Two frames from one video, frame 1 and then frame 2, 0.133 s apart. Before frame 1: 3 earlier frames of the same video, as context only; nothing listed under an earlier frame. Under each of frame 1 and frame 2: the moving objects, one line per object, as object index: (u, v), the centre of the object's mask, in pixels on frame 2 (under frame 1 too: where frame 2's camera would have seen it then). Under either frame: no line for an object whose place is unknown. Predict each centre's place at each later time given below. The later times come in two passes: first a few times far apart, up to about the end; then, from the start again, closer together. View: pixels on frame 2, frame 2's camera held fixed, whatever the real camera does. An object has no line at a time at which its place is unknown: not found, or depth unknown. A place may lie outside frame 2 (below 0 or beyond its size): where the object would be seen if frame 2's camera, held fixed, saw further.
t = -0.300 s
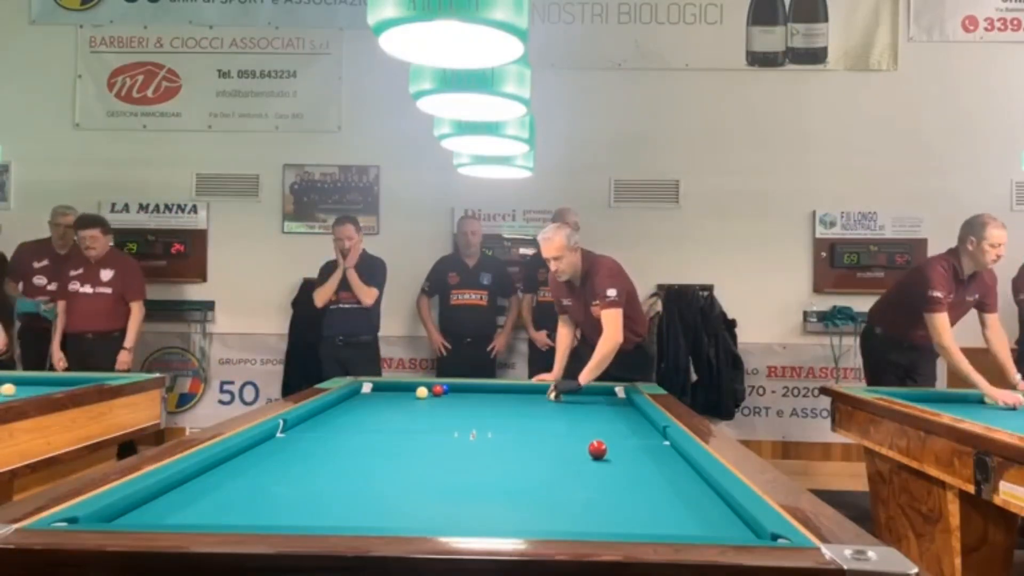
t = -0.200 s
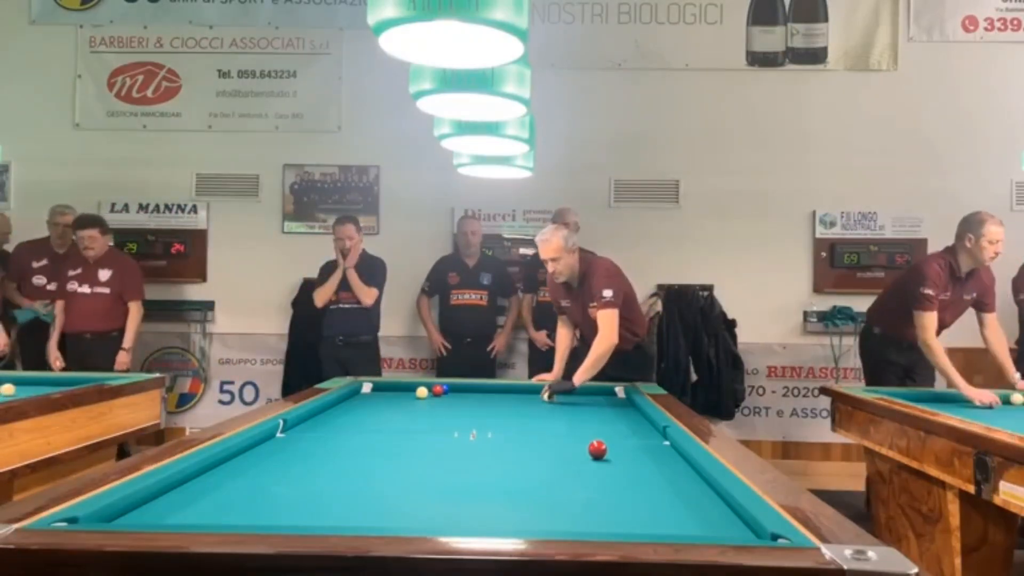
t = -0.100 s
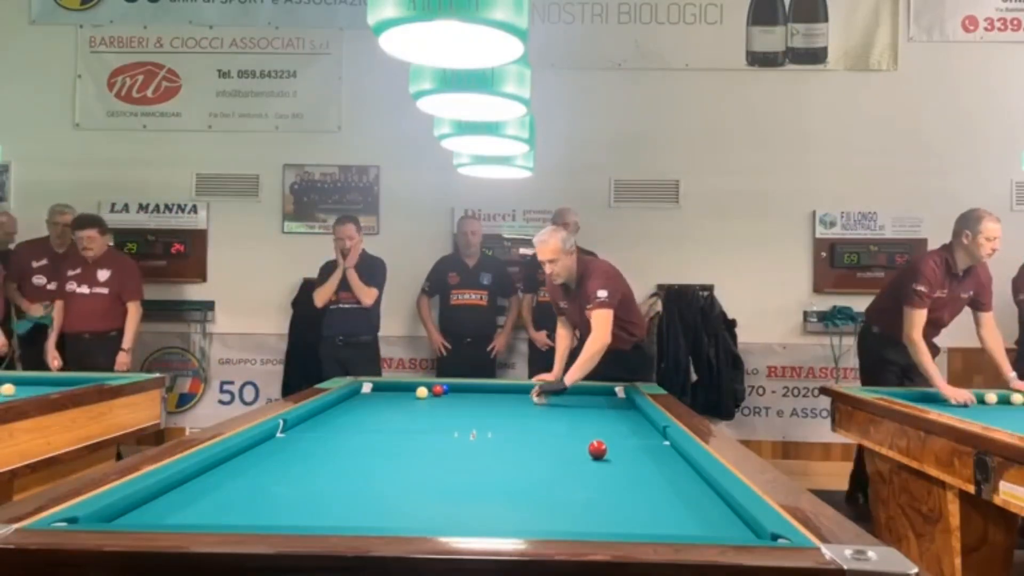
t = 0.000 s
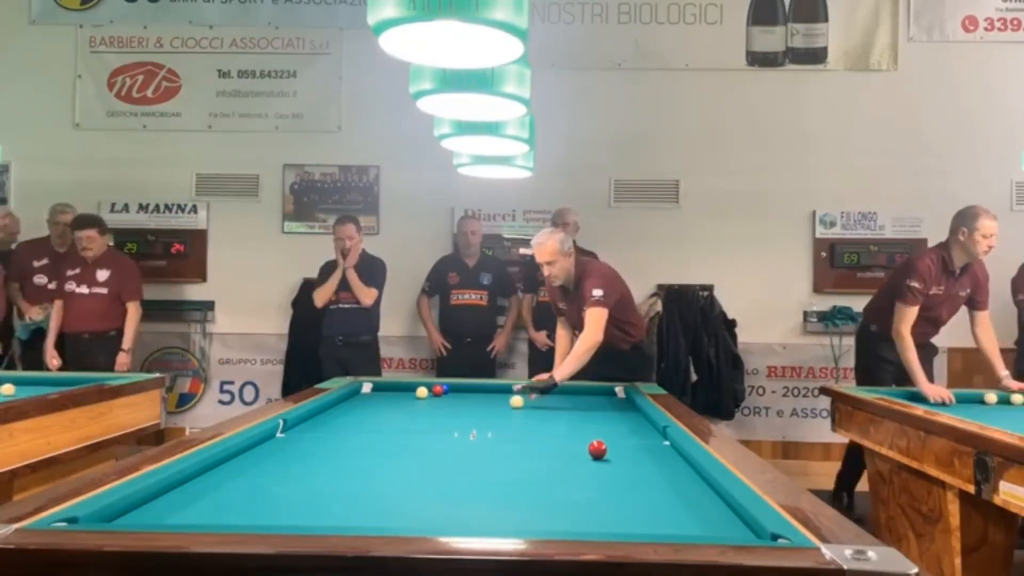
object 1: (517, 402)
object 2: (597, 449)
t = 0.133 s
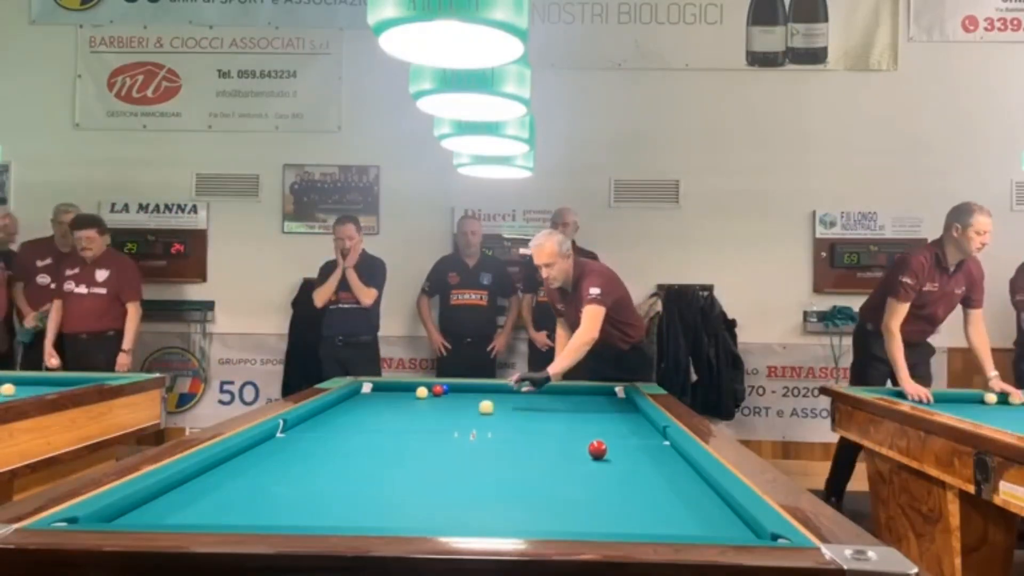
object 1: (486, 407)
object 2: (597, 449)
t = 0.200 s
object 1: (471, 410)
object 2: (597, 449)
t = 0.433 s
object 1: (422, 419)
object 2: (597, 449)
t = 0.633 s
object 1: (381, 426)
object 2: (597, 449)
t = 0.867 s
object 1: (327, 436)
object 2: (597, 449)
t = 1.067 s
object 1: (273, 445)
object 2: (597, 449)
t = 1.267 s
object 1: (249, 457)
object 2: (597, 449)
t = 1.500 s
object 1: (248, 474)
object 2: (597, 449)
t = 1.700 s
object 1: (247, 492)
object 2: (597, 449)
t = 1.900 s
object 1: (245, 512)
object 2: (597, 449)
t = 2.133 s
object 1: (278, 519)
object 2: (597, 449)
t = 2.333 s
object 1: (344, 511)
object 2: (597, 449)
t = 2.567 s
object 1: (409, 496)
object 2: (597, 449)
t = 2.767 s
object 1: (434, 491)
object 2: (597, 449)
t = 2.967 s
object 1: (479, 481)
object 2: (597, 449)
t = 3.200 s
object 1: (525, 471)
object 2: (597, 449)
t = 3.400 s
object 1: (560, 463)
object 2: (597, 449)
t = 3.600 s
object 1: (591, 457)
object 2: (600, 447)
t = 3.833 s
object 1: (629, 452)
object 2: (593, 447)
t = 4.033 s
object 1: (660, 450)
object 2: (589, 443)
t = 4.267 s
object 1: (650, 447)
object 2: (585, 440)
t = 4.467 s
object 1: (629, 443)
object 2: (581, 437)
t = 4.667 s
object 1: (609, 440)
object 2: (578, 434)
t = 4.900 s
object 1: (587, 437)
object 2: (573, 431)
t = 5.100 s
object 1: (570, 434)
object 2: (572, 425)
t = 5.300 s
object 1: (553, 432)
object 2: (568, 427)
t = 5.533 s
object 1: (535, 429)
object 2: (565, 425)
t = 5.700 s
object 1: (522, 428)
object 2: (563, 423)
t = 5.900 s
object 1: (508, 426)
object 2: (561, 421)
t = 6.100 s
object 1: (495, 424)
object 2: (559, 420)
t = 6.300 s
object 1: (483, 422)
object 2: (557, 418)
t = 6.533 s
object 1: (469, 420)
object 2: (555, 416)
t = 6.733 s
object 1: (457, 418)
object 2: (553, 415)
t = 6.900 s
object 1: (448, 417)
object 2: (552, 414)
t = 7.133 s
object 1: (436, 415)
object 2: (551, 413)
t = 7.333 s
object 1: (427, 413)
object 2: (550, 412)
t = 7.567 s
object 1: (416, 412)
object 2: (548, 411)
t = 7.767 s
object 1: (408, 410)
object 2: (547, 410)
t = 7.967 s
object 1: (399, 409)
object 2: (546, 409)
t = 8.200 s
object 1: (391, 408)
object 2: (545, 408)
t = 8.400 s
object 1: (383, 407)
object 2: (545, 407)
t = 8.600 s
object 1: (377, 406)
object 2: (544, 407)
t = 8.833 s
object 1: (371, 405)
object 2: (544, 407)
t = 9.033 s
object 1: (365, 404)
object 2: (543, 406)
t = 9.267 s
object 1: (358, 403)
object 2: (542, 405)
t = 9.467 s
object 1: (353, 402)
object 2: (541, 405)
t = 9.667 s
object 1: (348, 401)
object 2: (541, 405)
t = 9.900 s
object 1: (343, 400)
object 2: (540, 404)
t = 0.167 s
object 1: (478, 409)
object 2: (597, 449)
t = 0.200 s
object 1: (471, 410)
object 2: (597, 449)
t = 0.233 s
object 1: (463, 412)
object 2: (597, 449)
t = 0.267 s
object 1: (457, 413)
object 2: (597, 449)
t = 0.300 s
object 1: (449, 414)
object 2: (597, 449)
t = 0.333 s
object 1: (442, 416)
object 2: (597, 449)
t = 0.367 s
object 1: (435, 417)
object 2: (597, 449)
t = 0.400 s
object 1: (428, 418)
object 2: (597, 449)
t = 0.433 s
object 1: (422, 419)
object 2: (597, 449)
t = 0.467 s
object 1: (415, 420)
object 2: (597, 450)
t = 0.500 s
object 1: (409, 421)
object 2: (597, 450)
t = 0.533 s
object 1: (402, 422)
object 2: (597, 449)
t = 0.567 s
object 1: (395, 424)
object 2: (597, 449)
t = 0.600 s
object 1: (388, 425)
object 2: (597, 449)
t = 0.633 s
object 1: (381, 426)
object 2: (597, 449)
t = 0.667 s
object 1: (374, 427)
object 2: (597, 449)
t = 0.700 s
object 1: (366, 429)
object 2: (597, 449)
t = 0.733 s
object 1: (359, 430)
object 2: (597, 449)
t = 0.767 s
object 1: (351, 431)
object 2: (597, 449)
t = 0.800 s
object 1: (343, 433)
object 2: (597, 449)
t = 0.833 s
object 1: (335, 434)
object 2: (597, 449)
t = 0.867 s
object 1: (327, 436)
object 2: (597, 449)
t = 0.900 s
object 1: (318, 437)
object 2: (597, 449)
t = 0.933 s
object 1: (309, 439)
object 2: (597, 450)
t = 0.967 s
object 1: (301, 440)
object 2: (597, 450)
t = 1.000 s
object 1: (292, 442)
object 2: (597, 450)
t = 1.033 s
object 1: (283, 443)
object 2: (597, 450)
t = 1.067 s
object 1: (273, 445)
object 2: (597, 449)
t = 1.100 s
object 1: (264, 446)
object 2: (597, 449)
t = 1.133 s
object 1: (255, 448)
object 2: (597, 449)
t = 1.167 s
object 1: (246, 450)
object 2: (597, 450)
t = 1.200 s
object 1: (248, 452)
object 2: (597, 449)
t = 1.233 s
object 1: (248, 455)
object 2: (597, 449)
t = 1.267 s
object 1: (249, 457)
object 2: (597, 449)
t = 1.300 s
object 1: (249, 459)
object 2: (597, 449)
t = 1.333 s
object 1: (249, 461)
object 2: (597, 449)
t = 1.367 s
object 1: (249, 464)
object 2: (597, 449)
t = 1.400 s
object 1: (248, 466)
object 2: (597, 449)
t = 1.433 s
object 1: (249, 469)
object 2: (597, 449)
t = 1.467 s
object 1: (249, 471)
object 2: (597, 449)
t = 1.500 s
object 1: (248, 474)
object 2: (597, 449)
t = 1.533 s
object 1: (249, 477)
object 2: (597, 449)
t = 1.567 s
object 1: (248, 480)
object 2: (597, 449)
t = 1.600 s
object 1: (248, 483)
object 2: (597, 449)
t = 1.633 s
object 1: (247, 486)
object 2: (597, 449)
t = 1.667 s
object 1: (247, 489)
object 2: (597, 449)
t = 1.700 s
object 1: (247, 492)
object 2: (597, 449)
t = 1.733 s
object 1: (247, 496)
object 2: (597, 449)
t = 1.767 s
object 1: (247, 499)
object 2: (597, 449)
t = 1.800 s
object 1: (246, 503)
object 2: (597, 449)
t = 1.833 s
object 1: (246, 506)
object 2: (597, 449)
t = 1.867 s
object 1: (246, 510)
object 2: (597, 449)
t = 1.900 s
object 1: (245, 512)
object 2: (597, 449)
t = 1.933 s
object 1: (245, 514)
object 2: (597, 449)
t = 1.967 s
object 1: (246, 517)
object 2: (597, 449)
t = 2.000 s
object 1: (246, 519)
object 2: (597, 449)
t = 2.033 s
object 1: (245, 521)
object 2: (597, 449)
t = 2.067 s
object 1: (250, 522)
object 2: (597, 449)
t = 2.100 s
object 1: (265, 520)
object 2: (597, 449)
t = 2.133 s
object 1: (278, 519)
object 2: (597, 449)
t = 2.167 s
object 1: (291, 517)
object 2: (597, 449)
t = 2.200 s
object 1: (303, 516)
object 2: (597, 449)
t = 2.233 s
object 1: (312, 515)
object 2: (597, 449)
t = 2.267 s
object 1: (323, 514)
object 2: (597, 449)
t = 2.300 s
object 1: (334, 512)
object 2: (597, 449)
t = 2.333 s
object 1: (344, 511)
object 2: (597, 449)
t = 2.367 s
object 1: (354, 508)
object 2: (597, 449)
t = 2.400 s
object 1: (364, 507)
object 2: (597, 450)
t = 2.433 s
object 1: (373, 505)
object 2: (597, 449)
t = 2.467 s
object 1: (383, 502)
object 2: (597, 449)
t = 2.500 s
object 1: (392, 501)
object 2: (597, 449)
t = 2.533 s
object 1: (400, 499)
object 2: (597, 449)
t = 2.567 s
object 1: (409, 496)
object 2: (597, 449)
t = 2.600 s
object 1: (418, 495)
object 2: (597, 449)
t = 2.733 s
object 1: (426, 493)
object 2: (597, 450)
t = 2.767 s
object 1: (434, 491)
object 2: (597, 449)
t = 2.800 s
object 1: (442, 489)
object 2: (597, 449)
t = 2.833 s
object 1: (450, 488)
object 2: (597, 449)
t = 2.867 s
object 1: (458, 486)
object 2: (597, 449)
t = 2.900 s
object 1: (465, 484)
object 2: (597, 449)
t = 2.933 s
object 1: (472, 483)
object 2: (597, 449)
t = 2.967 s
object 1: (479, 481)
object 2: (597, 449)
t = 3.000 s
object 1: (486, 480)
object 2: (597, 449)
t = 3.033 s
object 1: (493, 478)
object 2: (597, 449)
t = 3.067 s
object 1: (500, 477)
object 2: (597, 449)
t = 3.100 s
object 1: (506, 475)
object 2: (597, 449)
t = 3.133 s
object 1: (513, 474)
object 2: (597, 449)
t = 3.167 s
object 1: (519, 473)
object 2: (597, 449)
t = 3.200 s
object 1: (525, 471)
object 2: (597, 449)
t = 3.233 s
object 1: (532, 470)
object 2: (597, 449)
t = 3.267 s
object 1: (537, 469)
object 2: (597, 449)
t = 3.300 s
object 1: (543, 467)
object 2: (597, 449)
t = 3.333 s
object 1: (549, 466)
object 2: (597, 449)
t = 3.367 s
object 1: (554, 465)
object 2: (597, 449)
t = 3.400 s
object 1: (560, 463)
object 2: (597, 449)
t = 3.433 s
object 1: (565, 463)
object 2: (597, 449)
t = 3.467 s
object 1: (570, 461)
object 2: (597, 449)
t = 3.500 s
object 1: (576, 460)
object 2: (597, 449)
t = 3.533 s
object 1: (580, 459)
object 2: (598, 449)
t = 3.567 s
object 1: (586, 458)
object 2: (599, 448)
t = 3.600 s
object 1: (591, 457)
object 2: (600, 447)
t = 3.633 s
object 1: (596, 456)
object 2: (599, 444)
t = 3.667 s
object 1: (602, 455)
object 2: (595, 445)
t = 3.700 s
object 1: (607, 454)
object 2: (594, 448)
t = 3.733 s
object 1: (612, 454)
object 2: (595, 448)
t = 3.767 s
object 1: (618, 453)
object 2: (595, 448)
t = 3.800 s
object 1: (623, 453)
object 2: (594, 447)
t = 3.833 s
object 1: (629, 452)
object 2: (593, 447)
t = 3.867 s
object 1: (634, 453)
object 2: (593, 446)
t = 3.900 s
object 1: (639, 452)
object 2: (592, 446)
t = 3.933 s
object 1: (645, 452)
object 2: (591, 445)
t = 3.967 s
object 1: (650, 451)
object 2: (591, 444)
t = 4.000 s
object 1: (655, 451)
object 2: (590, 444)
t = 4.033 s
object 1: (660, 450)
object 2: (589, 443)
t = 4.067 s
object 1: (665, 450)
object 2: (588, 443)
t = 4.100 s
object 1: (669, 449)
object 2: (588, 442)
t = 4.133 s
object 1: (665, 449)
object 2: (587, 442)
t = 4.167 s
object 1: (661, 448)
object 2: (587, 441)
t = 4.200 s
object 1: (658, 447)
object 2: (586, 441)
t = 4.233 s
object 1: (654, 447)
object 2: (585, 440)
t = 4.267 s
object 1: (650, 447)
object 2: (585, 440)
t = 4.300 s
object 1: (647, 446)
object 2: (584, 439)
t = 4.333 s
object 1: (643, 445)
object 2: (583, 438)
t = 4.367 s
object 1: (639, 445)
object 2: (583, 438)
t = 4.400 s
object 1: (636, 444)
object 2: (582, 438)
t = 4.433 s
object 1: (632, 444)
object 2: (582, 437)
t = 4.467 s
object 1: (629, 443)
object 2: (581, 437)
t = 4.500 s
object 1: (625, 443)
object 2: (580, 436)
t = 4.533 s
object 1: (622, 442)
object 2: (580, 436)
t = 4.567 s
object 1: (618, 442)
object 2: (579, 435)
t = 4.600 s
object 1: (615, 441)
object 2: (579, 435)
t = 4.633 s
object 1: (612, 441)
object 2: (578, 435)
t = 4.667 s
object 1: (609, 440)
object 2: (578, 434)
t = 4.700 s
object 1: (606, 440)
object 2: (577, 434)
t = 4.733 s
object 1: (603, 439)
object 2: (577, 434)
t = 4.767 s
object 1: (600, 439)
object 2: (576, 433)
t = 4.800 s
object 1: (597, 438)
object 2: (576, 433)
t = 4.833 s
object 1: (594, 438)
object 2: (575, 432)
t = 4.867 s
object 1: (591, 437)
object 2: (574, 432)
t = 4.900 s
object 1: (587, 437)
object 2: (573, 431)
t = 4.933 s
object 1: (584, 436)
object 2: (572, 431)
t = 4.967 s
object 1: (582, 436)
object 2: (571, 430)
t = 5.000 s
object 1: (579, 436)
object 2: (570, 429)
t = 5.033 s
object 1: (576, 435)
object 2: (570, 426)
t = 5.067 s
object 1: (573, 435)
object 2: (571, 425)
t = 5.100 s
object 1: (570, 434)
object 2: (572, 425)
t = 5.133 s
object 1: (567, 434)
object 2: (573, 426)
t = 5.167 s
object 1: (564, 434)
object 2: (572, 426)
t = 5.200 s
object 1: (561, 433)
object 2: (572, 427)
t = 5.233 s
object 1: (558, 433)
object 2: (571, 427)
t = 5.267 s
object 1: (555, 432)
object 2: (570, 427)
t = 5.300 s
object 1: (553, 432)
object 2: (568, 427)
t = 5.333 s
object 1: (550, 431)
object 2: (568, 427)
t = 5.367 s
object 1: (548, 431)
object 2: (567, 426)
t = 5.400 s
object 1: (545, 431)
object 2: (567, 426)
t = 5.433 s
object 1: (543, 431)
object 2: (567, 426)
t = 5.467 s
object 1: (540, 430)
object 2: (566, 425)
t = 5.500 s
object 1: (537, 430)
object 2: (566, 425)
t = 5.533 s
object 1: (535, 429)
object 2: (565, 425)
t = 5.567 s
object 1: (532, 429)
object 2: (565, 425)
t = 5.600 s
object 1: (530, 429)
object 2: (565, 424)
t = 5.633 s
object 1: (528, 428)
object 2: (564, 424)
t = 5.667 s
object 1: (525, 428)
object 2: (564, 424)
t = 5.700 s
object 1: (522, 428)
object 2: (563, 423)
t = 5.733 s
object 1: (520, 427)
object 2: (563, 423)
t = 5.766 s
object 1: (518, 427)
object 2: (563, 423)
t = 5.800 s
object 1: (515, 427)
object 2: (562, 422)
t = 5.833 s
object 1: (513, 426)
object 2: (562, 422)
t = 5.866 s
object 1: (511, 426)
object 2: (562, 422)
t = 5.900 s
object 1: (508, 426)
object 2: (561, 421)
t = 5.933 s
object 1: (506, 425)
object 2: (561, 421)
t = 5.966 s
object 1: (504, 425)
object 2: (560, 421)
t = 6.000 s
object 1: (502, 425)
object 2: (560, 421)
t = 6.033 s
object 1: (500, 424)
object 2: (560, 420)
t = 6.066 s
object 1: (498, 424)
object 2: (559, 420)
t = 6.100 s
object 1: (495, 424)
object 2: (559, 420)
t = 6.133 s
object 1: (493, 423)
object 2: (559, 419)
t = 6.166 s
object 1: (491, 423)
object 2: (558, 419)
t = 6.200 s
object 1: (489, 423)
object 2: (558, 419)
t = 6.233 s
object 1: (487, 423)
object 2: (558, 419)
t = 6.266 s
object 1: (485, 422)
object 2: (558, 419)
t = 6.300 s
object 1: (483, 422)
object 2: (557, 418)
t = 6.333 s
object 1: (481, 421)
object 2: (557, 418)
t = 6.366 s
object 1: (479, 421)
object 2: (557, 418)
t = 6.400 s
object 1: (477, 421)
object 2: (556, 417)
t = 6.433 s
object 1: (475, 421)
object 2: (556, 417)
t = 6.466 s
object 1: (473, 420)
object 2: (556, 417)
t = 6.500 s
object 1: (470, 420)
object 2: (555, 416)
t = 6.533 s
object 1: (469, 420)
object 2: (555, 416)
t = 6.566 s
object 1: (467, 419)
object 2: (555, 416)
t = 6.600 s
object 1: (465, 419)
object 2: (554, 416)
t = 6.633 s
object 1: (463, 419)
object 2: (554, 416)
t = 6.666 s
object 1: (461, 419)
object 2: (554, 416)
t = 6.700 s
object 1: (460, 418)
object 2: (554, 415)
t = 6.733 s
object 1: (457, 418)
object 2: (553, 415)
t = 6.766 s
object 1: (455, 418)
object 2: (553, 415)
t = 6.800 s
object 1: (454, 417)
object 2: (553, 415)
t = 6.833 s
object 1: (452, 417)
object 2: (553, 414)
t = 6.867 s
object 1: (450, 417)
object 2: (552, 414)
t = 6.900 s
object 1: (448, 417)
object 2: (552, 414)
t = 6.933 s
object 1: (446, 416)
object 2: (552, 414)
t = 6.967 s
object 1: (445, 416)
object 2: (552, 413)
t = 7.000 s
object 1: (443, 416)
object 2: (552, 414)
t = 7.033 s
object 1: (441, 416)
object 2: (551, 413)
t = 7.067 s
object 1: (440, 415)
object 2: (551, 413)
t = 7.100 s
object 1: (438, 415)
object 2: (551, 413)
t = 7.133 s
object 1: (436, 415)
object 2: (551, 413)
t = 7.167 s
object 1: (435, 415)
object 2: (550, 412)
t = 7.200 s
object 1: (433, 414)
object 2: (550, 412)
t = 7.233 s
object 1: (431, 414)
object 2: (550, 412)
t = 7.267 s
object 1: (430, 414)
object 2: (550, 412)
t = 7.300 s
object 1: (428, 414)
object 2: (550, 412)
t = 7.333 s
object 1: (427, 413)
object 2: (550, 412)
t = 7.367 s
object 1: (425, 413)
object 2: (550, 412)
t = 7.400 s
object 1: (423, 413)
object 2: (549, 412)
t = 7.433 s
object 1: (422, 413)
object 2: (549, 411)
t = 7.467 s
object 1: (420, 412)
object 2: (549, 411)
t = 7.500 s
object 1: (419, 412)
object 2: (549, 411)
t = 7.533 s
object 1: (418, 412)
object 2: (549, 411)
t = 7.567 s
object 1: (416, 412)
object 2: (548, 411)
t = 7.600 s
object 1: (415, 412)
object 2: (548, 411)
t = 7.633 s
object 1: (413, 411)
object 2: (548, 410)
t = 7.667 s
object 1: (412, 411)
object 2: (548, 410)
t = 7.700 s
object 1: (410, 411)
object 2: (547, 410)
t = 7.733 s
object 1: (409, 411)
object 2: (547, 410)
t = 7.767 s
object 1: (408, 410)
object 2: (547, 410)
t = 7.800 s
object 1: (406, 410)
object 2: (547, 410)
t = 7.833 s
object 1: (405, 410)
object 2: (547, 409)
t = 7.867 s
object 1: (403, 410)
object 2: (547, 409)
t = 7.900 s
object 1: (402, 410)
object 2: (546, 409)
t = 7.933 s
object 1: (401, 409)
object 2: (546, 409)
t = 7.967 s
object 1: (399, 409)
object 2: (546, 409)
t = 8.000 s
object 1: (398, 409)
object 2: (546, 409)
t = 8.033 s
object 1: (397, 409)
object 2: (546, 408)
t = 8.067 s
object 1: (395, 409)
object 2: (546, 408)
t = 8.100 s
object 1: (394, 408)
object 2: (546, 408)
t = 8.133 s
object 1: (393, 408)
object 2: (546, 408)
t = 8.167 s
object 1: (392, 408)
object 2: (546, 408)
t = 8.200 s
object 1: (391, 408)
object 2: (545, 408)
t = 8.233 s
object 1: (389, 408)
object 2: (545, 408)
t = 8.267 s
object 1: (388, 407)
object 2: (545, 408)
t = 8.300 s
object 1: (387, 408)
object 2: (545, 408)
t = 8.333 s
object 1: (386, 407)
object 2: (545, 407)
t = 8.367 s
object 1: (385, 407)
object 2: (545, 407)
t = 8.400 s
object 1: (383, 407)
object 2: (545, 407)
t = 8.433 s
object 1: (382, 407)
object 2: (545, 407)
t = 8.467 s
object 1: (381, 406)
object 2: (545, 407)
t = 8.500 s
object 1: (380, 406)
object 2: (544, 407)
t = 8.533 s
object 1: (379, 406)
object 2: (544, 407)
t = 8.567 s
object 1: (378, 406)
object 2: (544, 407)
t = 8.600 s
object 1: (377, 406)
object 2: (544, 407)
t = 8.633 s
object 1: (376, 405)
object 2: (544, 407)
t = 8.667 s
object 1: (374, 405)
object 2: (544, 407)
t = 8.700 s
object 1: (373, 405)
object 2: (544, 407)
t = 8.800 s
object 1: (372, 405)
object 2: (544, 407)
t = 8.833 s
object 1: (371, 405)
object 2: (544, 407)
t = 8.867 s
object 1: (370, 405)
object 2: (543, 406)
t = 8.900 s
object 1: (369, 404)
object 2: (543, 406)
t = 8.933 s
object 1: (368, 404)
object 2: (543, 406)
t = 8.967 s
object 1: (367, 404)
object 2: (543, 406)
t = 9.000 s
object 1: (366, 404)
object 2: (543, 406)
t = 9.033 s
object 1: (365, 404)
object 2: (543, 406)
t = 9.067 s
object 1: (364, 403)
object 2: (543, 406)
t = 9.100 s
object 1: (363, 403)
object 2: (543, 405)
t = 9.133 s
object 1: (362, 403)
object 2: (543, 405)
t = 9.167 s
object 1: (361, 403)
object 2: (542, 405)
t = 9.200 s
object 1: (360, 403)
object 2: (542, 405)
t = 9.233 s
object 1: (359, 403)
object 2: (542, 405)
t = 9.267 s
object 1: (358, 403)
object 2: (542, 405)
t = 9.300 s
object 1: (358, 403)
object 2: (542, 405)
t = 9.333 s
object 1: (357, 402)
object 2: (542, 405)
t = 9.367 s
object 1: (356, 402)
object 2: (542, 405)
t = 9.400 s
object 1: (354, 402)
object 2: (542, 405)
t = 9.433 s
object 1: (354, 402)
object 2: (541, 405)
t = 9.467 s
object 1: (353, 402)
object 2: (541, 405)
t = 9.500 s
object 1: (352, 402)
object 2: (541, 405)
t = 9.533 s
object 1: (351, 402)
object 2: (541, 405)
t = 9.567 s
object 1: (350, 402)
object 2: (541, 405)
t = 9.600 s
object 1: (349, 401)
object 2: (541, 405)
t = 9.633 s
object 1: (349, 401)
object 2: (541, 405)
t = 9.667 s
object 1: (348, 401)
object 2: (541, 405)
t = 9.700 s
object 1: (347, 401)
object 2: (541, 405)
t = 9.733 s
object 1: (346, 401)
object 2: (541, 404)
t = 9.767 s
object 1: (345, 401)
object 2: (541, 404)
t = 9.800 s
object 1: (344, 401)
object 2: (541, 404)
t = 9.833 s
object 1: (344, 400)
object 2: (540, 404)
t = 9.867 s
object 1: (343, 400)
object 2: (540, 404)
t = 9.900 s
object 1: (343, 400)
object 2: (540, 404)
